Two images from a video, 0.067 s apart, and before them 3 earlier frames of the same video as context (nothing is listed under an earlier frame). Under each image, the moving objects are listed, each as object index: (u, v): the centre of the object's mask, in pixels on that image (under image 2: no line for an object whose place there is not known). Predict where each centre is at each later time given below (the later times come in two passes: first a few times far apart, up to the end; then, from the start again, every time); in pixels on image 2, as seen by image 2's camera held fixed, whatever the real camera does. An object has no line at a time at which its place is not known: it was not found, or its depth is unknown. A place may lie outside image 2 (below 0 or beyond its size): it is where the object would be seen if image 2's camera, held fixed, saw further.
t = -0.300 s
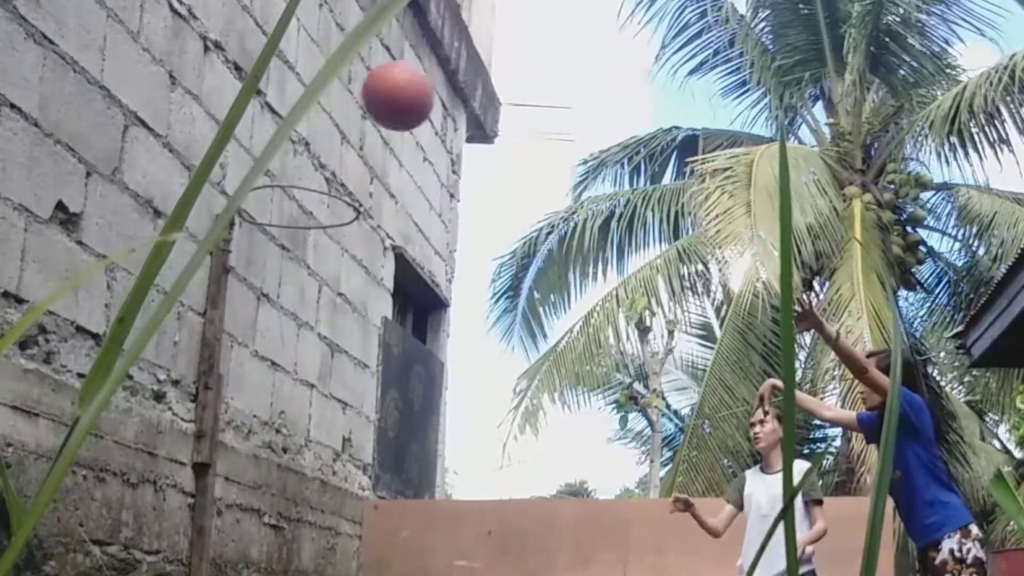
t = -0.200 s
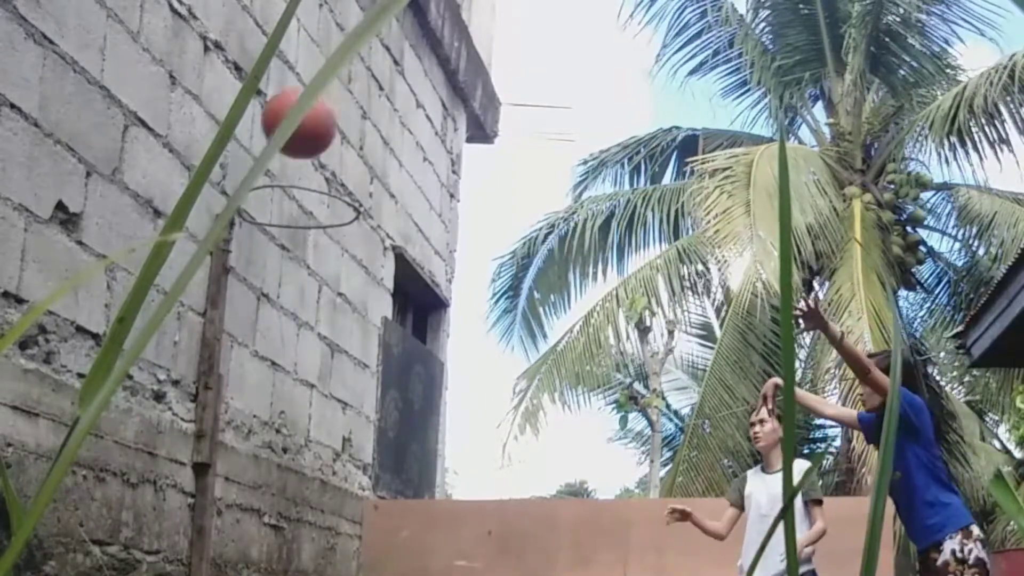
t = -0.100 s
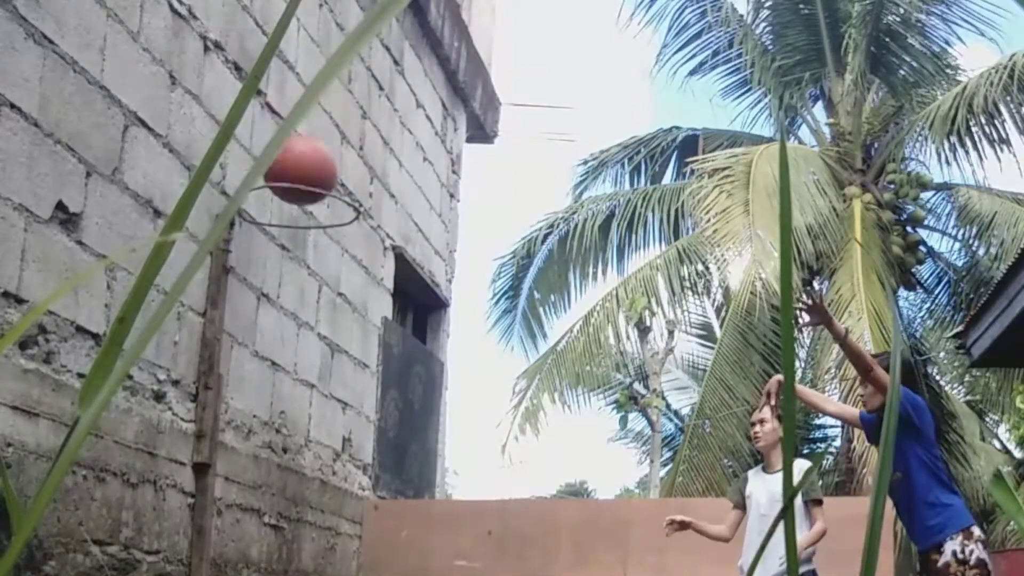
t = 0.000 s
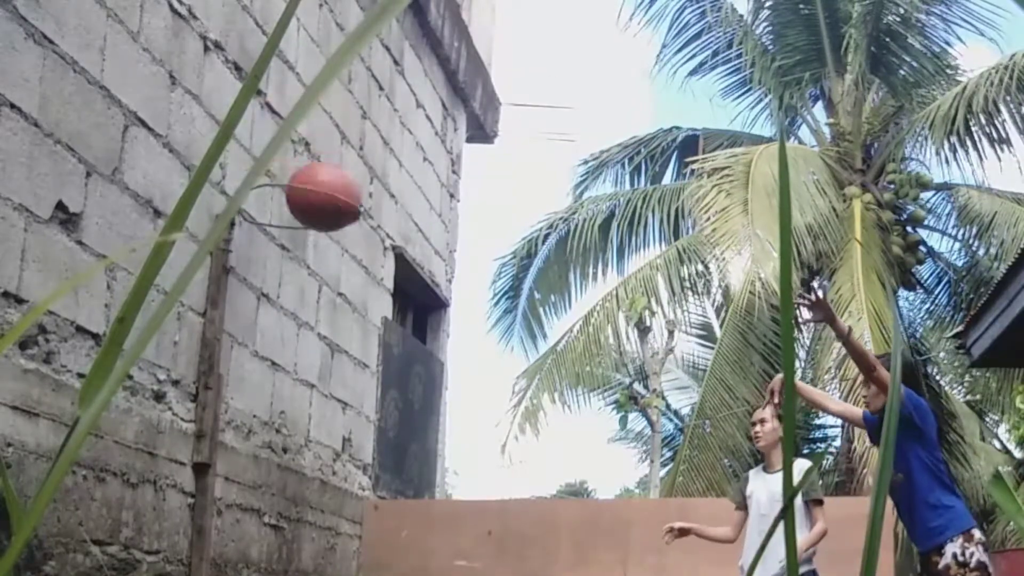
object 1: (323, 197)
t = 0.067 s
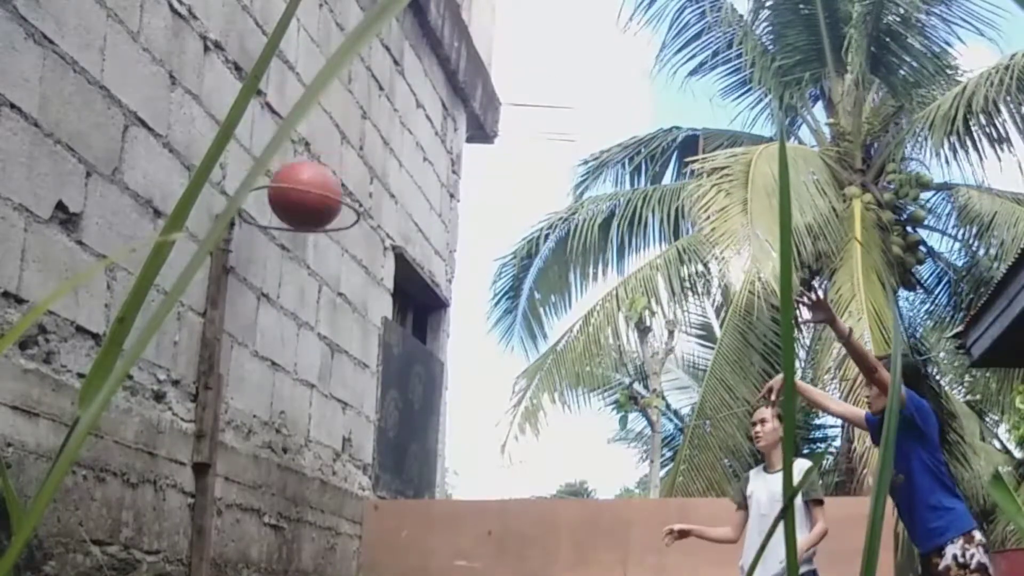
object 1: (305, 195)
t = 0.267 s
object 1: (278, 196)
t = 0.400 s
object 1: (282, 206)
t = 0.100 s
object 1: (296, 198)
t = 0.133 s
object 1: (289, 198)
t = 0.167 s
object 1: (282, 199)
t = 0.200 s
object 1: (277, 199)
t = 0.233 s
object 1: (277, 197)
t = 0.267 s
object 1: (278, 196)
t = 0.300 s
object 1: (278, 197)
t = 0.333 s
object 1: (279, 198)
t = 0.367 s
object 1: (280, 202)
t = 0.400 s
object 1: (282, 206)
